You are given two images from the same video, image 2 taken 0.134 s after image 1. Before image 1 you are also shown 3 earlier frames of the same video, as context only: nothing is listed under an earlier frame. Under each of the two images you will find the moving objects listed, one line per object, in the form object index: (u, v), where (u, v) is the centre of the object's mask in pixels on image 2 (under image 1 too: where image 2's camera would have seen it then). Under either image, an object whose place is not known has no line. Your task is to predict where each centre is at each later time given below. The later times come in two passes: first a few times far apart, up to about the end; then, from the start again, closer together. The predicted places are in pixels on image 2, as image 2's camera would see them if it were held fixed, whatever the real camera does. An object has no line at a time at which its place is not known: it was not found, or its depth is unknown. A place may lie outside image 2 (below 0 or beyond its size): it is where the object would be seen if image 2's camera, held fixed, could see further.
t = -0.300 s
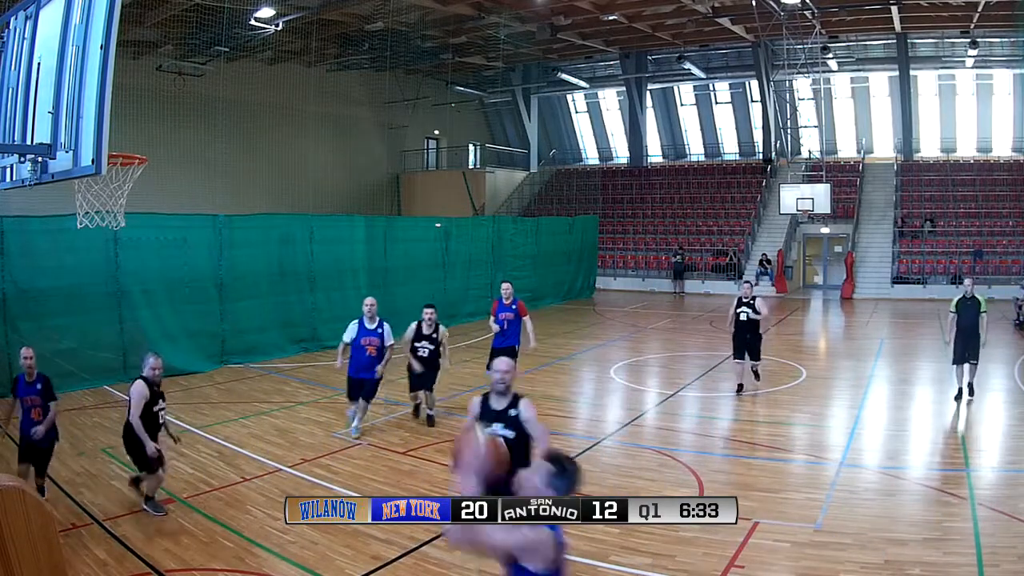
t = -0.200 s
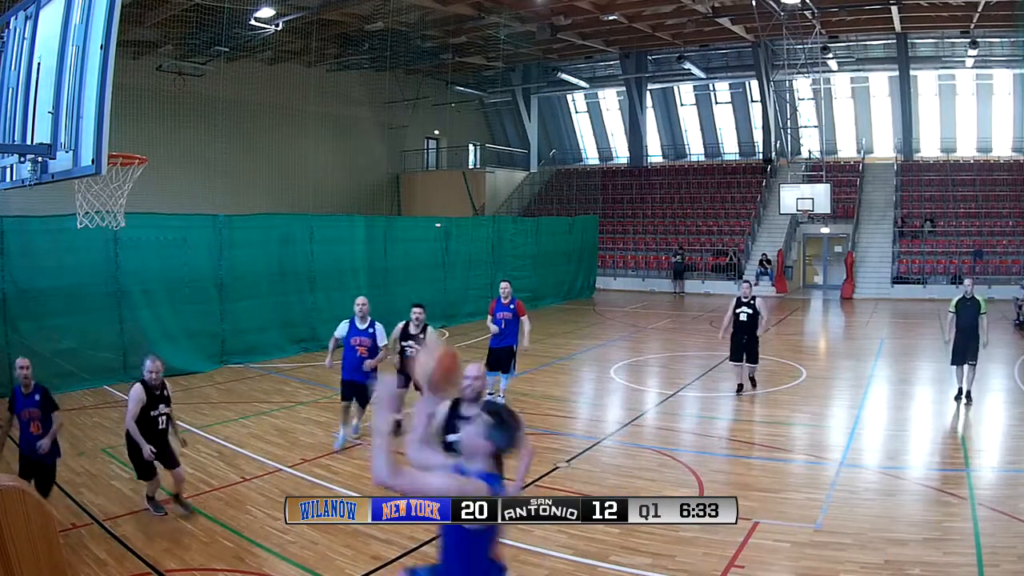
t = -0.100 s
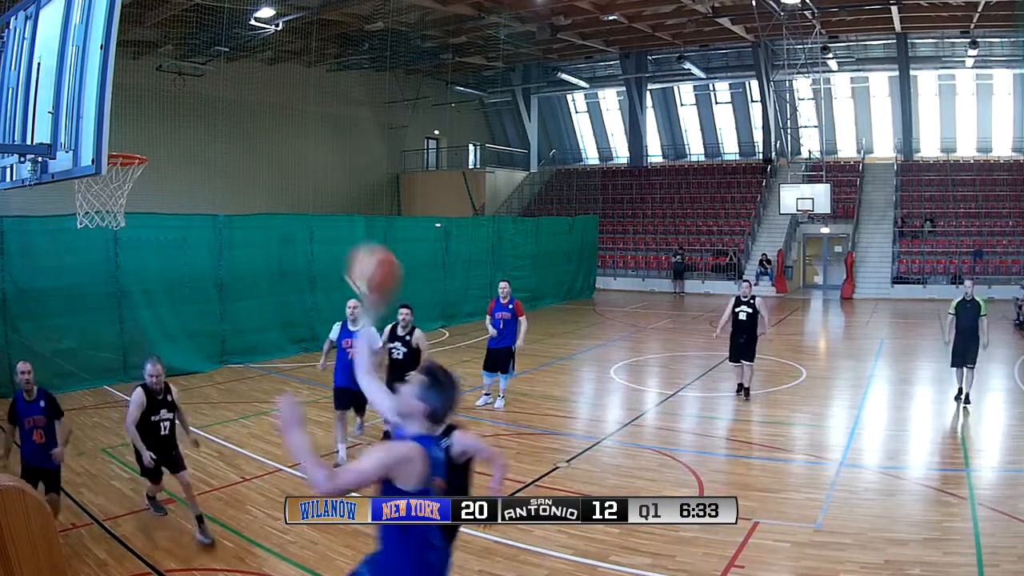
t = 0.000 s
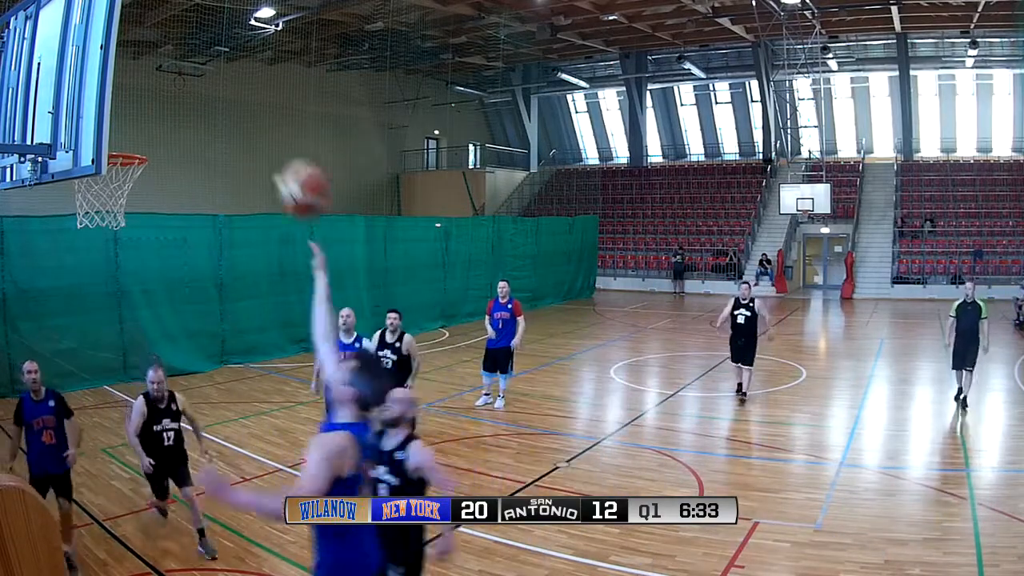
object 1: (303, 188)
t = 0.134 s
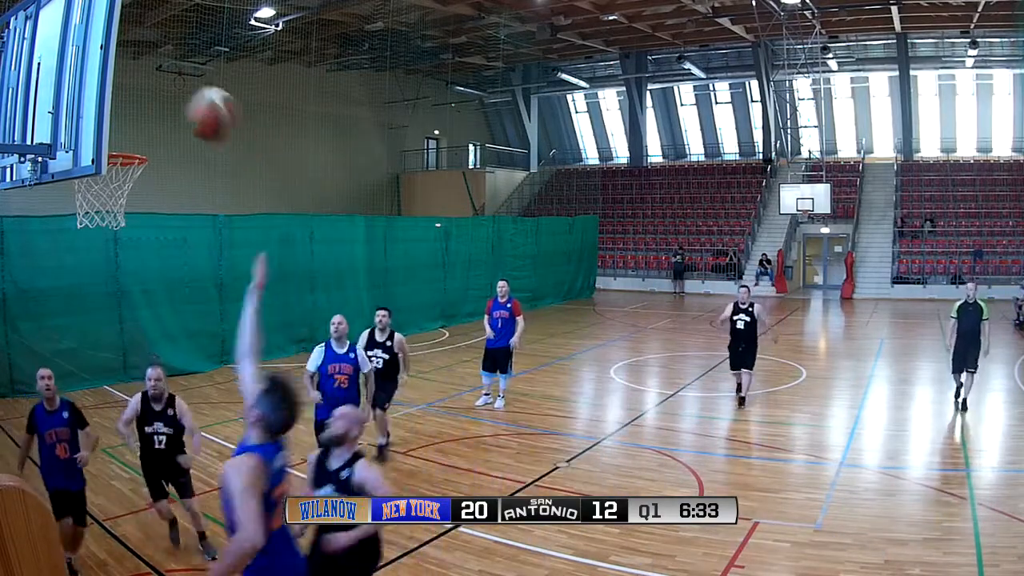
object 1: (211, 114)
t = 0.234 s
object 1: (153, 86)
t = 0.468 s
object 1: (124, 118)
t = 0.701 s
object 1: (117, 163)
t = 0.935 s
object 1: (84, 222)
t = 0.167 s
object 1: (192, 102)
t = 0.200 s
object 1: (173, 93)
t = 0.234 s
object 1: (153, 86)
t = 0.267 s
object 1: (134, 83)
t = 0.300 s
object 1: (125, 80)
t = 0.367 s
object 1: (119, 87)
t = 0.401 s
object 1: (120, 97)
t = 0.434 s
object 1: (122, 106)
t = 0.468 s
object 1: (124, 118)
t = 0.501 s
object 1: (126, 131)
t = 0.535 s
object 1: (127, 137)
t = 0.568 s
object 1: (127, 142)
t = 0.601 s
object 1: (123, 152)
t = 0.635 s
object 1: (122, 156)
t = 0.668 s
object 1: (121, 158)
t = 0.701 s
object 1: (117, 163)
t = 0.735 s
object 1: (113, 171)
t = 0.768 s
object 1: (106, 178)
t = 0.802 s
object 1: (98, 186)
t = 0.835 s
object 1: (94, 191)
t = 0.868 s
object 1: (89, 198)
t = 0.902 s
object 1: (85, 208)
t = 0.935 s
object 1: (84, 222)
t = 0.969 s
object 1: (82, 236)
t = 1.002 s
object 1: (80, 252)
